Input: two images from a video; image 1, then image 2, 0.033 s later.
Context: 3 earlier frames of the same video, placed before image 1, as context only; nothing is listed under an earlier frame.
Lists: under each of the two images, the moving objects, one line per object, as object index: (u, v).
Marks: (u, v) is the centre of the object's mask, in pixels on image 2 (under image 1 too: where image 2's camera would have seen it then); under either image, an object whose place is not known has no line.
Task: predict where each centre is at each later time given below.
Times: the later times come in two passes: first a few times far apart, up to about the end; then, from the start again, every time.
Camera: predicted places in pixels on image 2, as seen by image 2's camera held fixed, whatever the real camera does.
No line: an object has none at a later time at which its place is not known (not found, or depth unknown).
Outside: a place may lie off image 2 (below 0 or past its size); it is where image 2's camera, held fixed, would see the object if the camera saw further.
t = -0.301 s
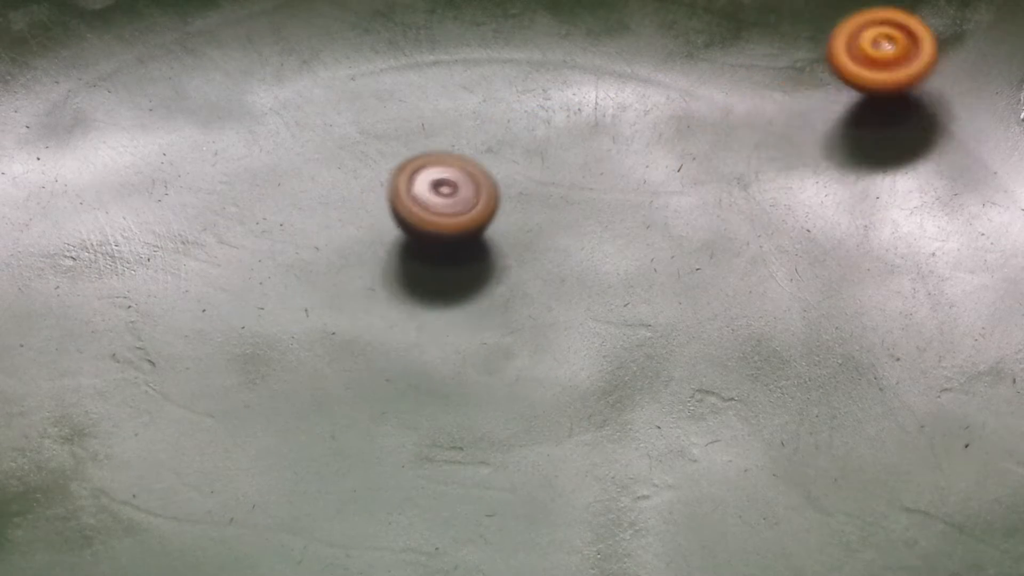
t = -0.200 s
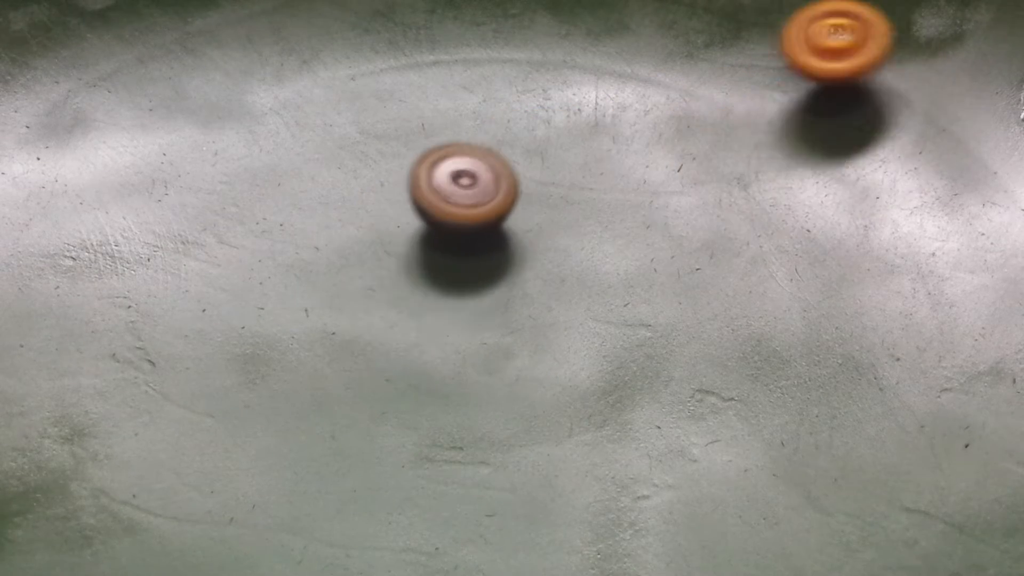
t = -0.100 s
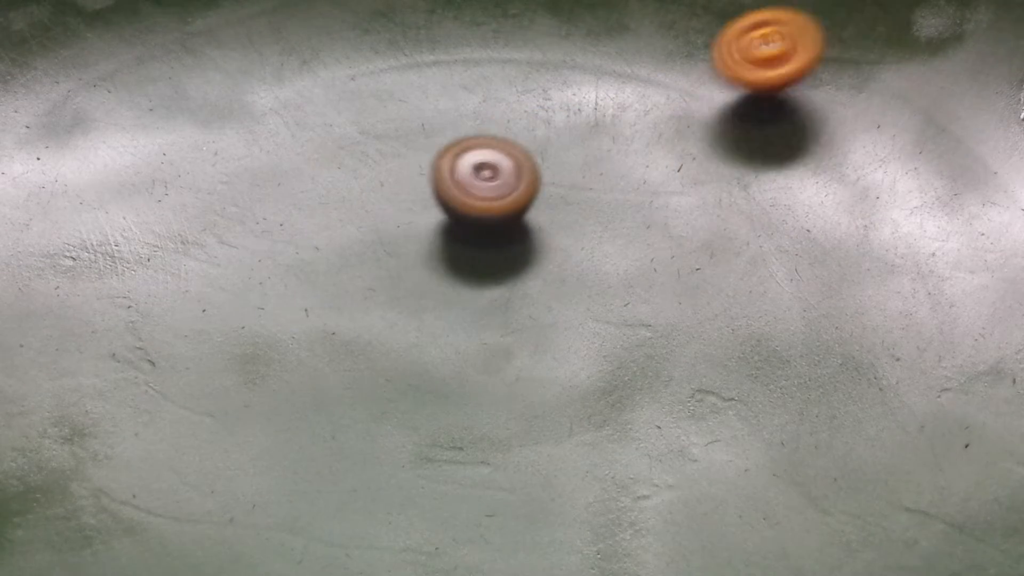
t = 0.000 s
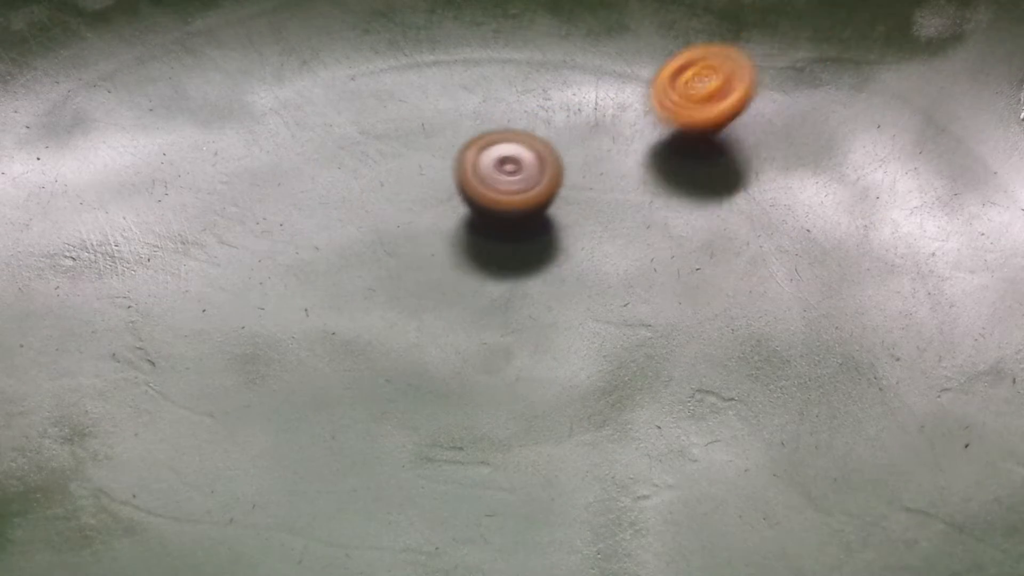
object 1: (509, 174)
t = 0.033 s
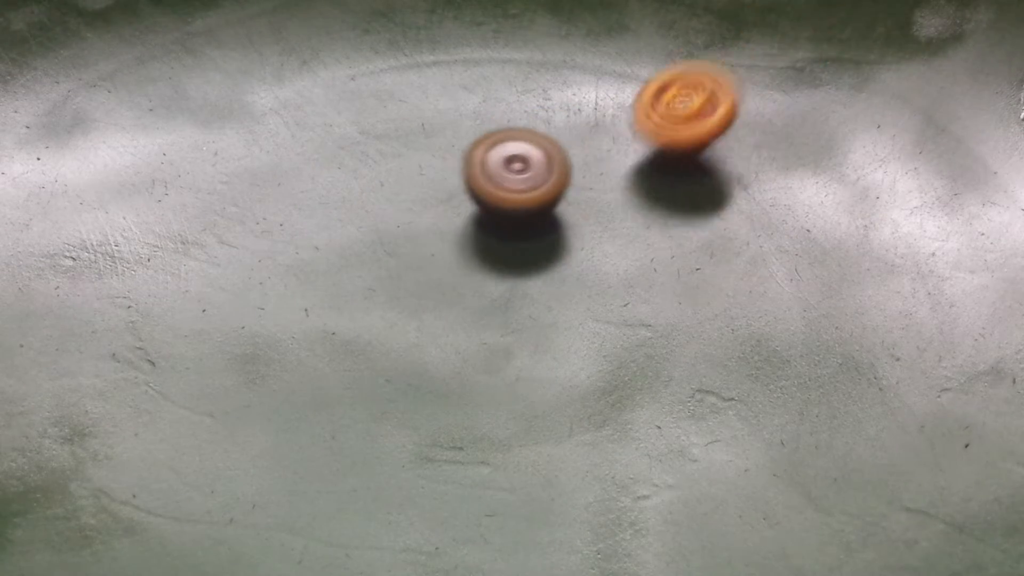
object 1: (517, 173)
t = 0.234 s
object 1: (550, 161)
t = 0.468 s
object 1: (613, 162)
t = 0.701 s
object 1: (667, 182)
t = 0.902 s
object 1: (706, 214)
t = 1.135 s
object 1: (619, 172)
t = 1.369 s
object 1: (477, 125)
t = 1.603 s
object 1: (370, 118)
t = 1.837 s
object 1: (295, 136)
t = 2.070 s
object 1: (272, 180)
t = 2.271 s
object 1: (304, 231)
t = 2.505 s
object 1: (492, 188)
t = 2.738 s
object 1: (593, 188)
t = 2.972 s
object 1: (681, 207)
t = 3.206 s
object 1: (750, 250)
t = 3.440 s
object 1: (787, 305)
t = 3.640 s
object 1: (788, 351)
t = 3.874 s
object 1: (735, 397)
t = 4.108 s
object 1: (637, 405)
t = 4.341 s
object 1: (531, 375)
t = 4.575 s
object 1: (458, 320)
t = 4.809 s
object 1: (410, 262)
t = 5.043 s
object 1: (398, 209)
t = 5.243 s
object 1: (422, 176)
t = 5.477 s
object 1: (480, 158)
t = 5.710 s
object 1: (550, 161)
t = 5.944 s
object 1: (617, 186)
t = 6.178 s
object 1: (666, 235)
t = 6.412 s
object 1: (686, 293)
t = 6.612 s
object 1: (679, 341)
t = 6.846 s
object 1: (627, 380)
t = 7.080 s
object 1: (545, 381)
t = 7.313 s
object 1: (473, 355)
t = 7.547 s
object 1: (427, 303)
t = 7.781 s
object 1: (410, 250)
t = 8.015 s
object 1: (425, 209)
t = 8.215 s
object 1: (465, 189)
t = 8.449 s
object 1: (529, 185)
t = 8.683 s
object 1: (591, 203)
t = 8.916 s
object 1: (633, 244)
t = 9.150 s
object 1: (652, 270)
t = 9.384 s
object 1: (641, 293)
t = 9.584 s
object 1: (612, 307)
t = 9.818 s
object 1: (557, 311)
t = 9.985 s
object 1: (520, 300)
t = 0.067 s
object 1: (525, 171)
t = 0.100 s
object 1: (534, 171)
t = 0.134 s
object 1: (540, 169)
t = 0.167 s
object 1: (540, 166)
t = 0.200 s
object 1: (543, 163)
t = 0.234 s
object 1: (550, 161)
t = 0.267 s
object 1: (558, 161)
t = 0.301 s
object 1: (568, 160)
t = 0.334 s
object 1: (577, 160)
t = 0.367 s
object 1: (587, 160)
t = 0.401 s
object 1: (596, 160)
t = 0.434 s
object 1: (605, 160)
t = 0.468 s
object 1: (613, 162)
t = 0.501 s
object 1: (620, 164)
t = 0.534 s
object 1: (628, 165)
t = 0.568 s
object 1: (637, 168)
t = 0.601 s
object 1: (645, 171)
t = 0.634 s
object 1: (652, 174)
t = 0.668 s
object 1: (660, 178)
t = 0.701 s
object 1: (667, 182)
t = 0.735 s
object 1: (675, 187)
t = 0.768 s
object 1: (682, 193)
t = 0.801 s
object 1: (689, 197)
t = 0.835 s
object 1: (694, 202)
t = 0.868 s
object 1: (700, 208)
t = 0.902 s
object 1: (706, 214)
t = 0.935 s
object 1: (711, 219)
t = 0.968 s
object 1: (716, 225)
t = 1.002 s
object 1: (721, 232)
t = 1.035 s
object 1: (723, 234)
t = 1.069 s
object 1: (688, 213)
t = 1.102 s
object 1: (651, 191)
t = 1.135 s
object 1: (619, 172)
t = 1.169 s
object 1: (591, 157)
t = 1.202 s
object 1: (568, 145)
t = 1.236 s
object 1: (547, 138)
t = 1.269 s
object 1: (527, 133)
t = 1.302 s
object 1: (510, 130)
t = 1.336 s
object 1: (494, 127)
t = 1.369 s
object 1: (477, 125)
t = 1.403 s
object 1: (460, 122)
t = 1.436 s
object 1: (443, 119)
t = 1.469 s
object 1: (426, 119)
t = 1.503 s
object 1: (411, 116)
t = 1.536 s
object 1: (395, 115)
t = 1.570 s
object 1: (382, 117)
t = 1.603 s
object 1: (370, 118)
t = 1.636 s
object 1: (358, 119)
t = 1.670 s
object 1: (346, 121)
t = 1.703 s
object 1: (334, 123)
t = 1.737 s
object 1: (323, 126)
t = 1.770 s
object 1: (312, 129)
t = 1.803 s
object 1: (303, 131)
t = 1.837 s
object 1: (295, 136)
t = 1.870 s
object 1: (287, 140)
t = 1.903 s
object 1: (281, 144)
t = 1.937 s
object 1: (277, 151)
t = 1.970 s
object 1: (273, 158)
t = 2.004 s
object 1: (271, 164)
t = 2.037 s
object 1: (271, 172)
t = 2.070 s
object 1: (272, 180)
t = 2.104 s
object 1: (274, 188)
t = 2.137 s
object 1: (277, 197)
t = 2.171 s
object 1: (282, 206)
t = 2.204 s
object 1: (289, 216)
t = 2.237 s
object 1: (295, 224)
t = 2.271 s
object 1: (304, 231)
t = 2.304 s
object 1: (334, 224)
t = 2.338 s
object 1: (374, 213)
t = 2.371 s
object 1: (403, 204)
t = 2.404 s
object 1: (431, 197)
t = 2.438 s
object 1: (456, 194)
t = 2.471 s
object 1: (475, 190)
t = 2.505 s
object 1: (492, 188)
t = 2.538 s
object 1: (509, 188)
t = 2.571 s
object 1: (523, 187)
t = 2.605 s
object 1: (538, 187)
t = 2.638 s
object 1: (553, 185)
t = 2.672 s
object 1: (566, 186)
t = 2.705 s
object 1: (580, 187)
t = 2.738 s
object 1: (593, 188)
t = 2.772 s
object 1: (605, 188)
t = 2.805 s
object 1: (618, 189)
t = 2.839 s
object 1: (631, 191)
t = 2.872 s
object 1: (644, 194)
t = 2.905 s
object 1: (658, 198)
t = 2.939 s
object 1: (669, 202)
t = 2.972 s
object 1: (681, 207)
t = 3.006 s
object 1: (693, 213)
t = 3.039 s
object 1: (704, 218)
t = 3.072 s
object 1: (714, 224)
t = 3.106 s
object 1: (725, 232)
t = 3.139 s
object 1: (734, 238)
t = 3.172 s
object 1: (742, 245)
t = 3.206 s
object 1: (750, 250)
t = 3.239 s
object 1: (756, 258)
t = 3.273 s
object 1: (763, 266)
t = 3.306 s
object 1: (769, 272)
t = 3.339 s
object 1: (774, 283)
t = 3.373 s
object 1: (779, 288)
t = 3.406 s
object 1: (784, 296)
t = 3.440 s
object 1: (787, 305)
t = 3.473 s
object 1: (790, 312)
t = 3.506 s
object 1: (792, 321)
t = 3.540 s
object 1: (792, 328)
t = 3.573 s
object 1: (792, 338)
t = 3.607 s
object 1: (790, 345)
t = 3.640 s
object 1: (788, 351)
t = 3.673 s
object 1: (784, 360)
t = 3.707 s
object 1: (778, 366)
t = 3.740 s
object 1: (772, 371)
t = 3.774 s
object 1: (764, 379)
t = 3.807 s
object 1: (756, 382)
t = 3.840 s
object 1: (746, 391)
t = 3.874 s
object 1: (735, 397)
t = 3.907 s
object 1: (723, 400)
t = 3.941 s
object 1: (711, 402)
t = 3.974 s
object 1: (696, 403)
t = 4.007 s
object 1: (681, 404)
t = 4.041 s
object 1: (666, 405)
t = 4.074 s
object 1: (651, 404)
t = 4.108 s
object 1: (637, 405)
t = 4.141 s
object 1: (621, 401)
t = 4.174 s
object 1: (606, 399)
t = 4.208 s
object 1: (590, 396)
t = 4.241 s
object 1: (574, 392)
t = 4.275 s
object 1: (560, 388)
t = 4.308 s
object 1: (545, 382)
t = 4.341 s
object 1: (531, 375)
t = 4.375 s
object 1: (518, 369)
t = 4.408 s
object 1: (507, 361)
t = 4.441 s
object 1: (496, 355)
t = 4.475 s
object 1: (484, 346)
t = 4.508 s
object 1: (474, 337)
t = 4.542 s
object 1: (465, 328)
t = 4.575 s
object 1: (458, 320)
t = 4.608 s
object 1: (450, 311)
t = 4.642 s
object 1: (440, 304)
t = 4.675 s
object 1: (432, 295)
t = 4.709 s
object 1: (426, 287)
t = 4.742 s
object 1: (420, 278)
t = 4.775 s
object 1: (414, 270)
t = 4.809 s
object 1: (410, 262)
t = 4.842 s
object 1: (406, 254)
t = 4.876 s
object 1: (404, 246)
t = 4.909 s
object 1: (401, 238)
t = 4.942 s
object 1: (399, 230)
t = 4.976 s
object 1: (398, 221)
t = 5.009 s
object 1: (397, 215)
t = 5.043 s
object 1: (398, 209)
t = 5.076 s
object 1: (401, 202)
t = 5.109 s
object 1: (404, 197)
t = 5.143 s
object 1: (407, 191)
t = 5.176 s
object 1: (412, 186)
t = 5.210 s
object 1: (417, 180)
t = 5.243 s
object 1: (422, 176)
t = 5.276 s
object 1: (429, 172)
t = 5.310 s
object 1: (436, 169)
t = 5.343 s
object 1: (444, 166)
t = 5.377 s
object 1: (453, 163)
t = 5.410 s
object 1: (461, 161)
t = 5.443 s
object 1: (471, 158)
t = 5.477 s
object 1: (480, 158)
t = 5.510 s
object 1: (490, 156)
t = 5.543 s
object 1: (499, 157)
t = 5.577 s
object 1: (508, 157)
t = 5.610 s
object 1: (518, 157)
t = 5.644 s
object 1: (529, 158)
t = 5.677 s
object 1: (540, 160)
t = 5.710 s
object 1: (550, 161)
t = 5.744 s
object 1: (560, 163)
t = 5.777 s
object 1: (570, 165)
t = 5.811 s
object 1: (580, 167)
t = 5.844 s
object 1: (590, 172)
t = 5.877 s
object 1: (600, 177)
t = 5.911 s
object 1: (609, 181)
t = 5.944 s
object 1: (617, 186)
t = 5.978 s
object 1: (625, 192)
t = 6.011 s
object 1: (633, 198)
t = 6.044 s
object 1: (641, 204)
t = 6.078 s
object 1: (649, 212)
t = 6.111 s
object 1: (655, 218)
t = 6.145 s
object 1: (661, 227)
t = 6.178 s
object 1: (666, 235)
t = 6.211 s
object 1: (670, 243)
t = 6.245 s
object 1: (674, 251)
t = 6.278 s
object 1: (678, 260)
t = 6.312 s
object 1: (681, 268)
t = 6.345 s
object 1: (684, 276)
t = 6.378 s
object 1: (685, 285)
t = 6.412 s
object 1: (686, 293)
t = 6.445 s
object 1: (687, 301)
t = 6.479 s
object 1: (687, 312)
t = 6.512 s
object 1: (686, 319)
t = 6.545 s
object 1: (685, 326)
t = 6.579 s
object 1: (682, 331)
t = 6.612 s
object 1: (679, 341)
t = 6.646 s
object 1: (674, 349)
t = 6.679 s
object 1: (669, 353)
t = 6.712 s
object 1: (663, 359)
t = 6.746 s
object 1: (655, 367)
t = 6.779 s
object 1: (648, 369)
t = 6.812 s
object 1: (637, 376)
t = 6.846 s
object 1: (627, 380)
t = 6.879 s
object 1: (616, 380)
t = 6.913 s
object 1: (605, 381)
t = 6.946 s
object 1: (594, 383)
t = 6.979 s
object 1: (581, 385)
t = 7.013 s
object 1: (570, 384)
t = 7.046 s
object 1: (557, 384)
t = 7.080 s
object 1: (545, 381)
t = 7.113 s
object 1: (533, 379)
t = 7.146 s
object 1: (522, 376)
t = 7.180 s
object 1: (512, 372)
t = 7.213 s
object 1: (501, 369)
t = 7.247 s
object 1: (492, 364)
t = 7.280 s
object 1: (482, 359)
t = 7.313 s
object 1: (473, 355)
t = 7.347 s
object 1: (465, 349)
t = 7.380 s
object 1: (458, 341)
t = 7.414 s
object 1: (451, 334)
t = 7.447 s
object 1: (444, 326)
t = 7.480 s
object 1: (438, 319)
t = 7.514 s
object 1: (432, 311)
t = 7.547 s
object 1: (427, 303)
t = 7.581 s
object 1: (422, 296)
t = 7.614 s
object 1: (419, 289)
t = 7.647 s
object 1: (416, 281)
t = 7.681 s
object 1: (413, 273)
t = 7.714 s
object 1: (412, 266)
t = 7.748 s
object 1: (411, 259)
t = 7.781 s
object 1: (410, 250)
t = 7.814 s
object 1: (411, 243)
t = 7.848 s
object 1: (412, 236)
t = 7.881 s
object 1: (413, 231)
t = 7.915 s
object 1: (415, 225)
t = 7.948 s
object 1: (418, 219)
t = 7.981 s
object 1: (421, 214)
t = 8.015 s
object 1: (425, 209)
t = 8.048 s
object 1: (431, 205)
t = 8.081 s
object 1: (436, 200)
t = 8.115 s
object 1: (443, 197)
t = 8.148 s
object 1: (450, 193)
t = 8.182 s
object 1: (457, 190)
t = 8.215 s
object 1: (465, 189)
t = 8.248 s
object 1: (474, 186)
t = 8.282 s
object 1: (483, 185)
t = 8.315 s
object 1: (492, 185)
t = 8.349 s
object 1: (500, 184)
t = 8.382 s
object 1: (510, 184)
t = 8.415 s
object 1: (519, 184)
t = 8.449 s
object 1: (529, 185)
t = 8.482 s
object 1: (538, 187)
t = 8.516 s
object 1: (548, 188)
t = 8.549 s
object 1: (557, 190)
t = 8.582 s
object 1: (567, 193)
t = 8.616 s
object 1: (576, 196)
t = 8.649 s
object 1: (585, 200)
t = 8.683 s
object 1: (591, 203)
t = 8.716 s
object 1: (598, 208)
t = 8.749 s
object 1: (605, 213)
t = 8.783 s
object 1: (612, 218)
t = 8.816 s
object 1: (618, 224)
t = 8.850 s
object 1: (624, 231)
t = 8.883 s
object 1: (629, 237)
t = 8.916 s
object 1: (633, 244)
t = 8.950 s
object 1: (637, 250)
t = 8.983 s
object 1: (640, 257)
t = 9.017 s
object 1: (642, 265)
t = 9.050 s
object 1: (644, 269)
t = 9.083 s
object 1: (648, 272)
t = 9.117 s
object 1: (651, 272)
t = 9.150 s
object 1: (652, 270)
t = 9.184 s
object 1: (653, 272)
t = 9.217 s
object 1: (652, 277)
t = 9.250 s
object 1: (651, 281)
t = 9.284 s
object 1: (649, 285)
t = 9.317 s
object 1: (646, 289)
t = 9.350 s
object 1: (644, 293)
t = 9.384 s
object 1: (641, 293)
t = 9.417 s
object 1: (636, 296)
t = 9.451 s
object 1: (633, 300)
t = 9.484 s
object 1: (628, 302)
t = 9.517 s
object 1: (623, 304)
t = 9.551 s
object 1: (617, 307)
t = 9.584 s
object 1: (612, 307)
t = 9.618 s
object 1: (605, 309)
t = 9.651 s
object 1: (597, 311)
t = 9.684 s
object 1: (590, 309)
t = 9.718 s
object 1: (582, 312)
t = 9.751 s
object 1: (573, 312)
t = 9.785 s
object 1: (565, 312)
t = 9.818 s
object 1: (557, 311)
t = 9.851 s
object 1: (549, 311)
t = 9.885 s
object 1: (542, 308)
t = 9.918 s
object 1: (534, 305)
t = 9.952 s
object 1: (527, 302)
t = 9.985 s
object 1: (520, 300)
